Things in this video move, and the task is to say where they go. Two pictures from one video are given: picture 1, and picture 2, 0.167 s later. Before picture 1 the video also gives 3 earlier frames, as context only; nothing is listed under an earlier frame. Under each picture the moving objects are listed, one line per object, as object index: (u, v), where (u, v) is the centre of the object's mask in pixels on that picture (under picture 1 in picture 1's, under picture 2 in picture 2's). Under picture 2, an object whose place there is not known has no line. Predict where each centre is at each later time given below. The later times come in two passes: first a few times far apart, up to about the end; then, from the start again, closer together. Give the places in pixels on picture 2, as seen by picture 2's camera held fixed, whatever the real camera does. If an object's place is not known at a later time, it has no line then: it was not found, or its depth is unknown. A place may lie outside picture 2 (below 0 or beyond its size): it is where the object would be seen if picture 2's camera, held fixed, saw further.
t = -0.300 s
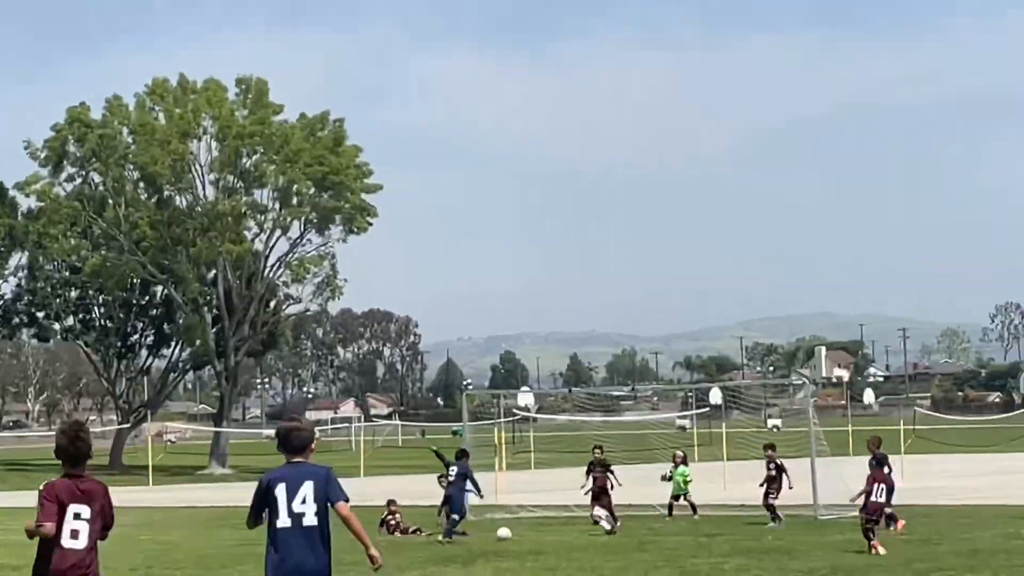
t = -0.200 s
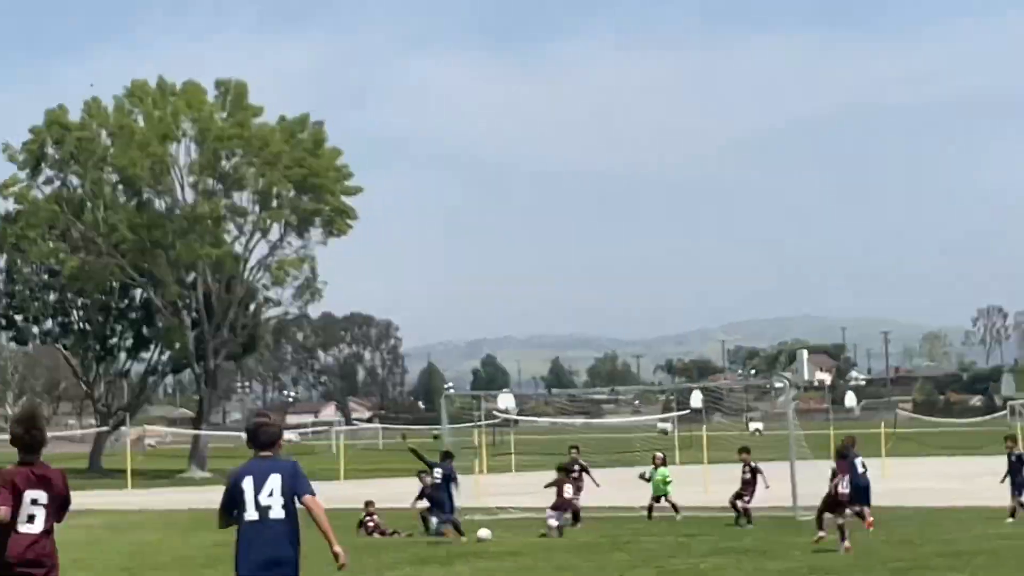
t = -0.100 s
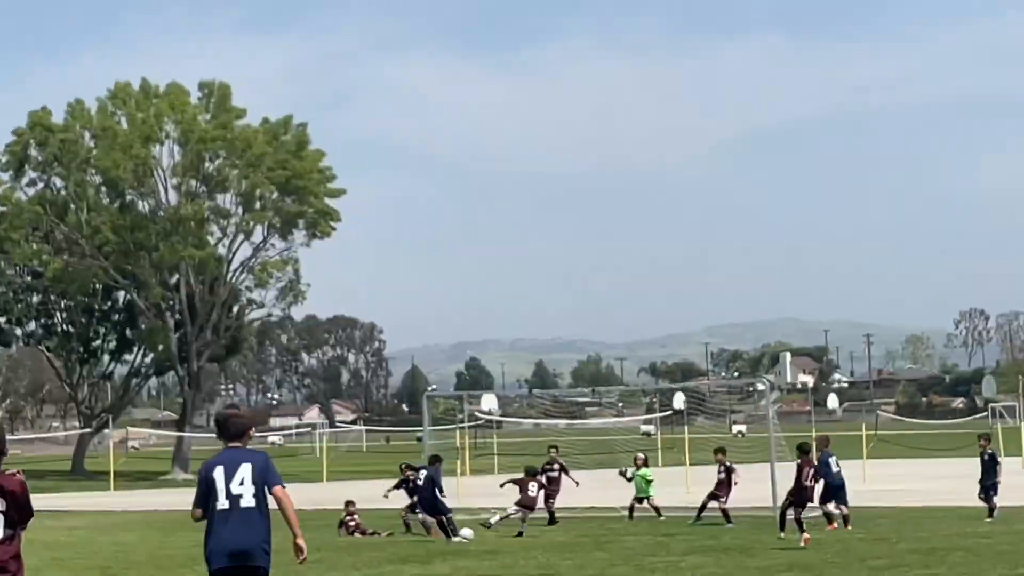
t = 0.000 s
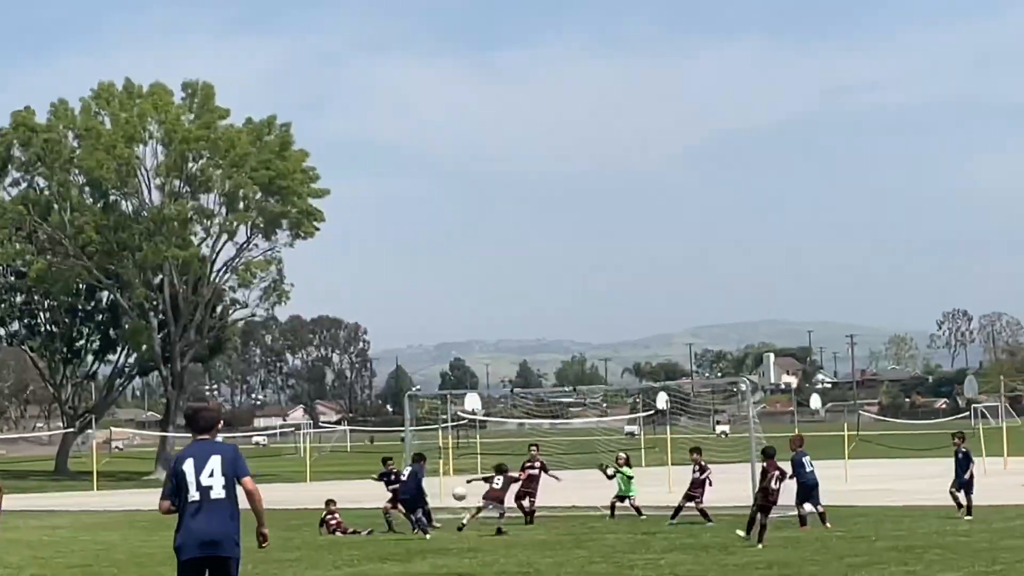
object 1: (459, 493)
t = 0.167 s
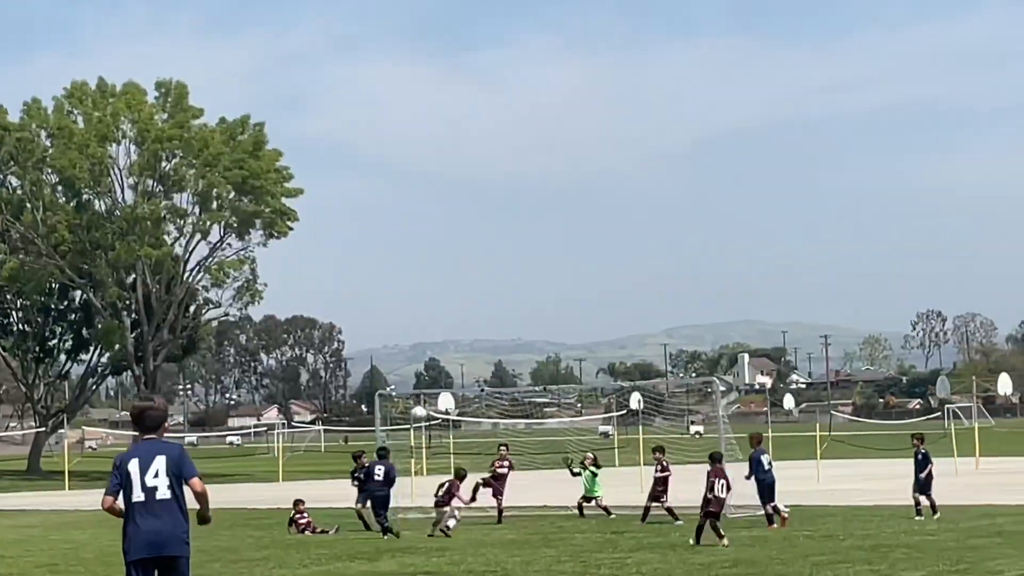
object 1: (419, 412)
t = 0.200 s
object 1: (416, 398)
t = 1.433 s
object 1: (352, 452)
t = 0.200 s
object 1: (416, 398)
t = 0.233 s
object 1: (411, 385)
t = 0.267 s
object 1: (408, 372)
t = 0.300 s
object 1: (408, 361)
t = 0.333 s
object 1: (406, 351)
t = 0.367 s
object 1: (403, 340)
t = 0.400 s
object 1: (401, 331)
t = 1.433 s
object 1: (352, 452)
